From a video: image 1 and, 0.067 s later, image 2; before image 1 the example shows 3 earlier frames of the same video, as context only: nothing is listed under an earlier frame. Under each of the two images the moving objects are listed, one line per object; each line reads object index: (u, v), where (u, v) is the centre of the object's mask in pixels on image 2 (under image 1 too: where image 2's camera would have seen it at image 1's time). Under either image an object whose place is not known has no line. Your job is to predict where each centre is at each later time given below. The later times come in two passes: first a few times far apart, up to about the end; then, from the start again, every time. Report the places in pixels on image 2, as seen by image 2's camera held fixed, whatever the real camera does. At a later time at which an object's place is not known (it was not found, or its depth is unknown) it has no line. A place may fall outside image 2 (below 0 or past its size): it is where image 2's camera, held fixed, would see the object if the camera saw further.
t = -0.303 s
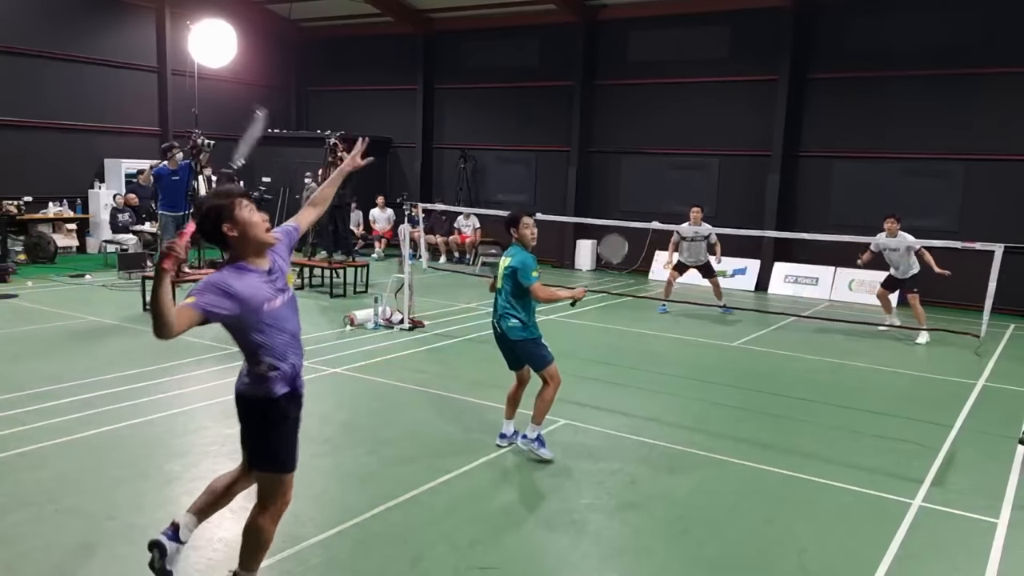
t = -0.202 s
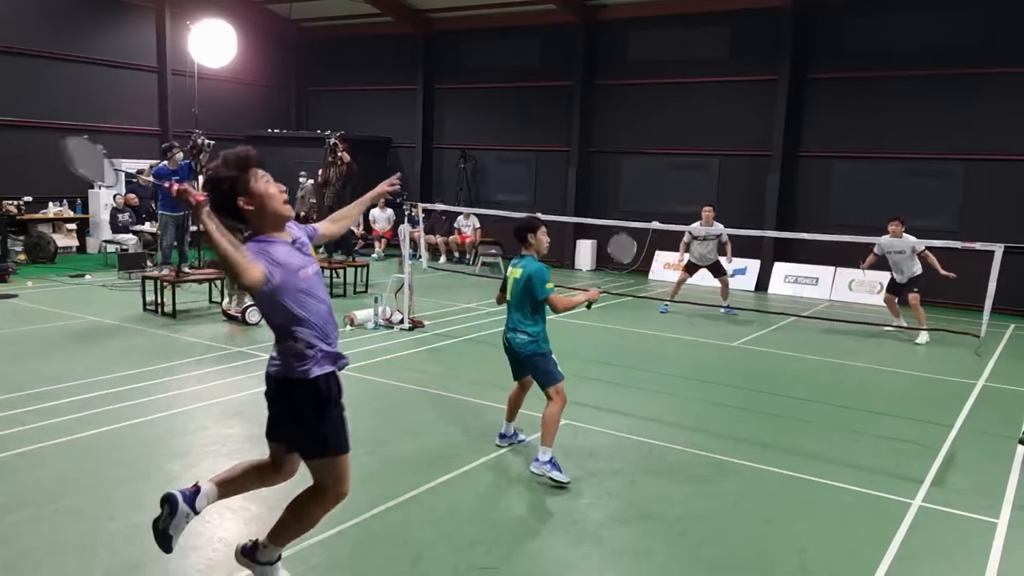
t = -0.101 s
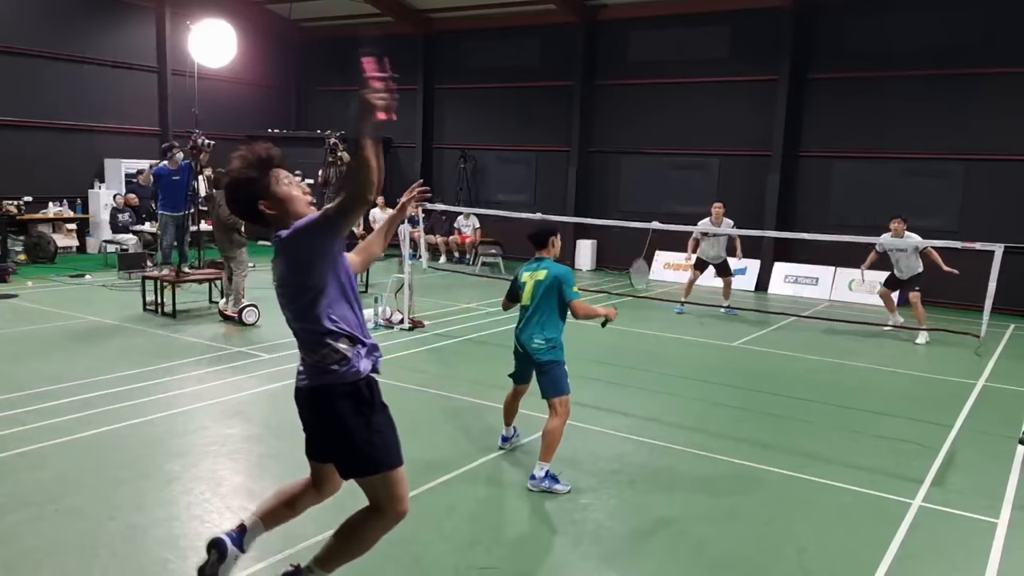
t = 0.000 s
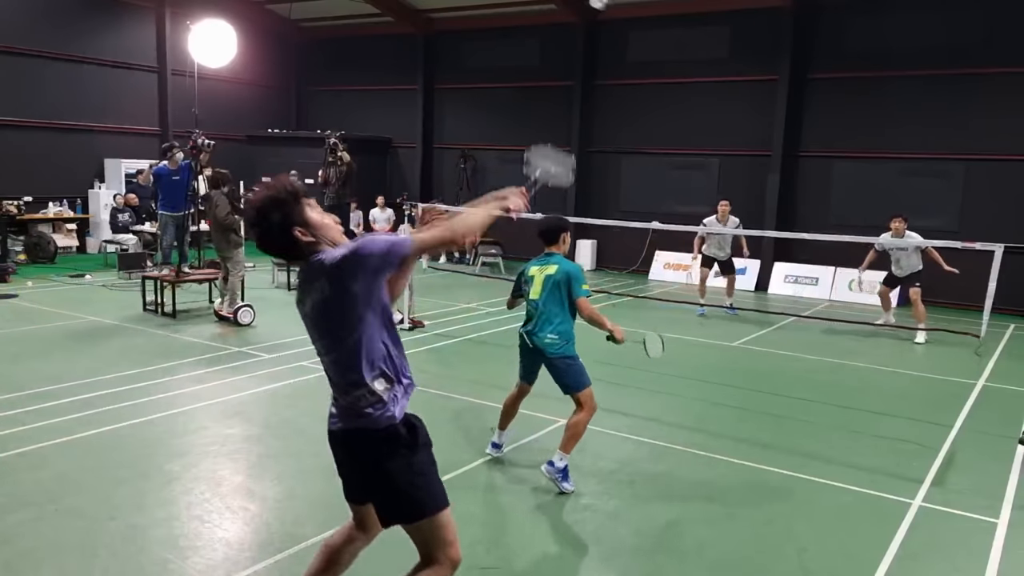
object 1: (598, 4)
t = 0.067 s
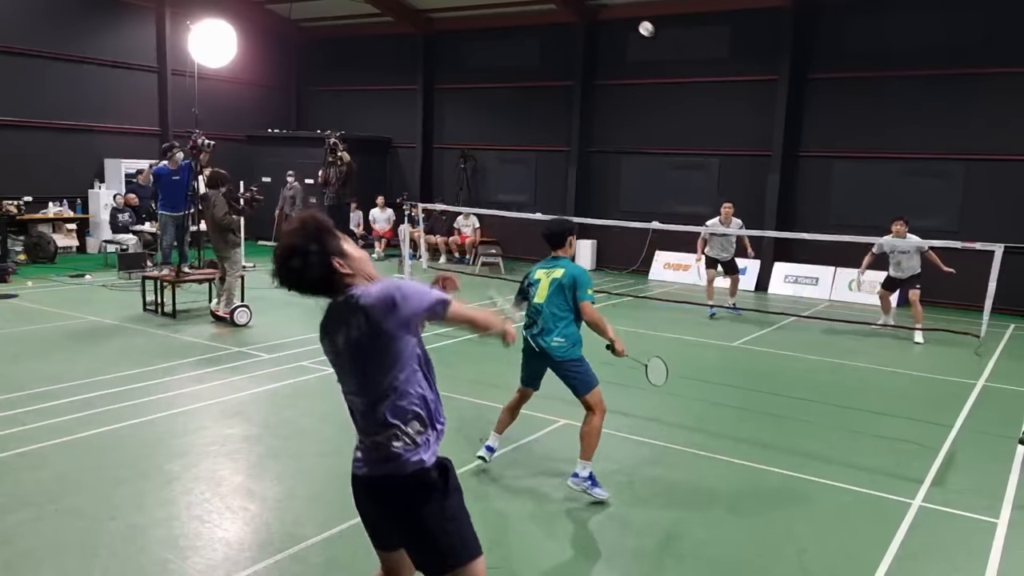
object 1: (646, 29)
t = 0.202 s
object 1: (690, 75)
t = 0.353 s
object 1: (713, 123)
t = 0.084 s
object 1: (654, 35)
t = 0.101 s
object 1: (661, 41)
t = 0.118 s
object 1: (668, 47)
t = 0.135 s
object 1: (673, 53)
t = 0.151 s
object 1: (678, 59)
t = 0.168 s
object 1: (683, 64)
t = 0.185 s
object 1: (687, 70)
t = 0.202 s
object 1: (690, 75)
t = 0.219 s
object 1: (694, 80)
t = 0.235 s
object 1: (697, 86)
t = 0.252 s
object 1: (699, 91)
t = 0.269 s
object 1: (702, 96)
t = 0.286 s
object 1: (705, 102)
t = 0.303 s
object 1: (707, 107)
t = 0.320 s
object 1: (710, 112)
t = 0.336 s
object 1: (712, 117)
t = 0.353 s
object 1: (713, 123)
